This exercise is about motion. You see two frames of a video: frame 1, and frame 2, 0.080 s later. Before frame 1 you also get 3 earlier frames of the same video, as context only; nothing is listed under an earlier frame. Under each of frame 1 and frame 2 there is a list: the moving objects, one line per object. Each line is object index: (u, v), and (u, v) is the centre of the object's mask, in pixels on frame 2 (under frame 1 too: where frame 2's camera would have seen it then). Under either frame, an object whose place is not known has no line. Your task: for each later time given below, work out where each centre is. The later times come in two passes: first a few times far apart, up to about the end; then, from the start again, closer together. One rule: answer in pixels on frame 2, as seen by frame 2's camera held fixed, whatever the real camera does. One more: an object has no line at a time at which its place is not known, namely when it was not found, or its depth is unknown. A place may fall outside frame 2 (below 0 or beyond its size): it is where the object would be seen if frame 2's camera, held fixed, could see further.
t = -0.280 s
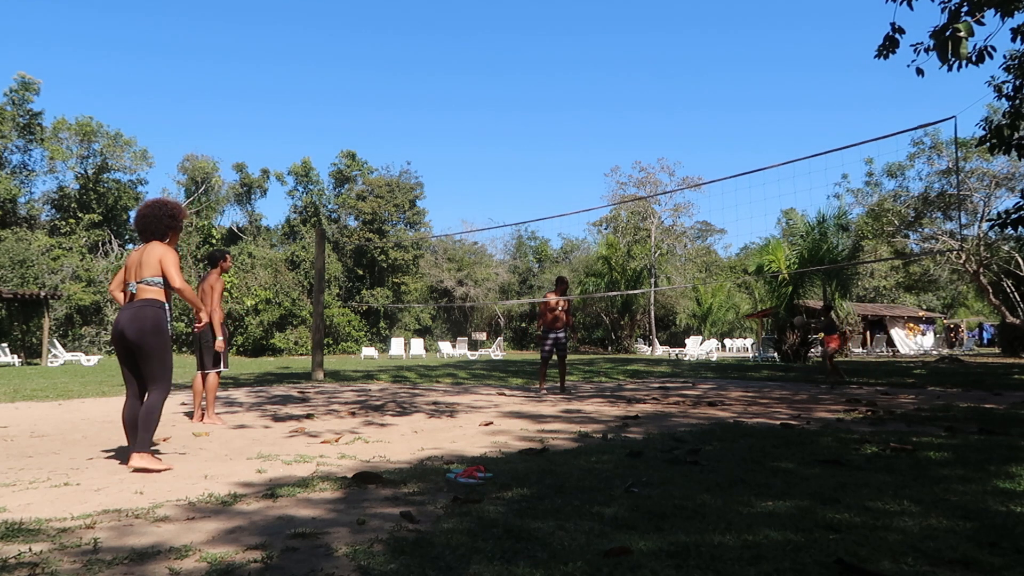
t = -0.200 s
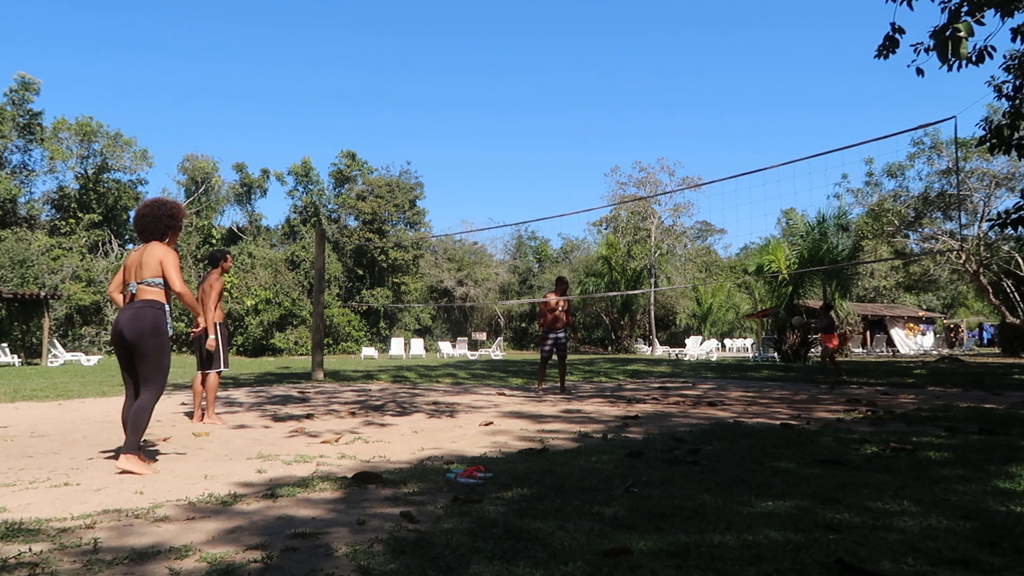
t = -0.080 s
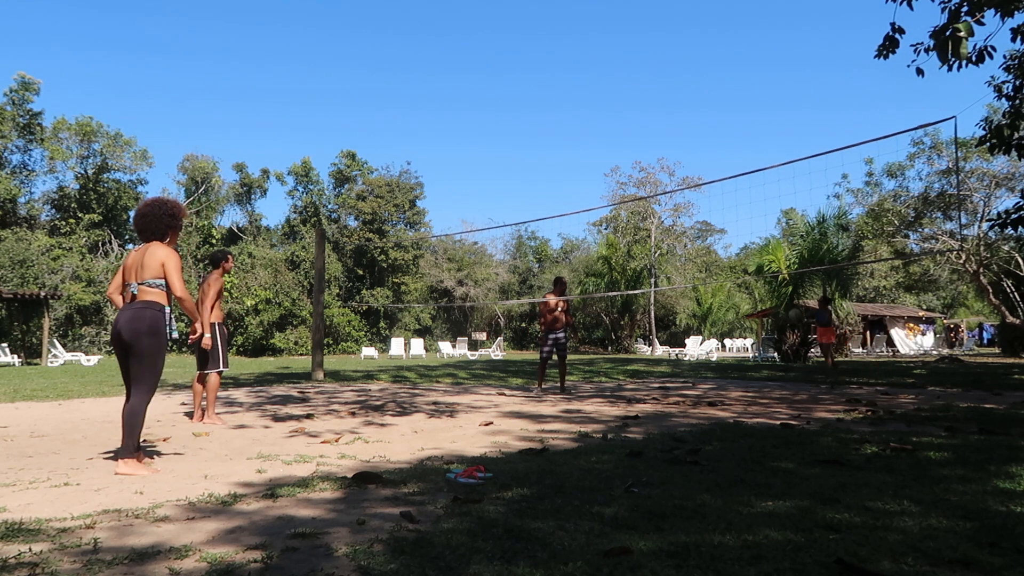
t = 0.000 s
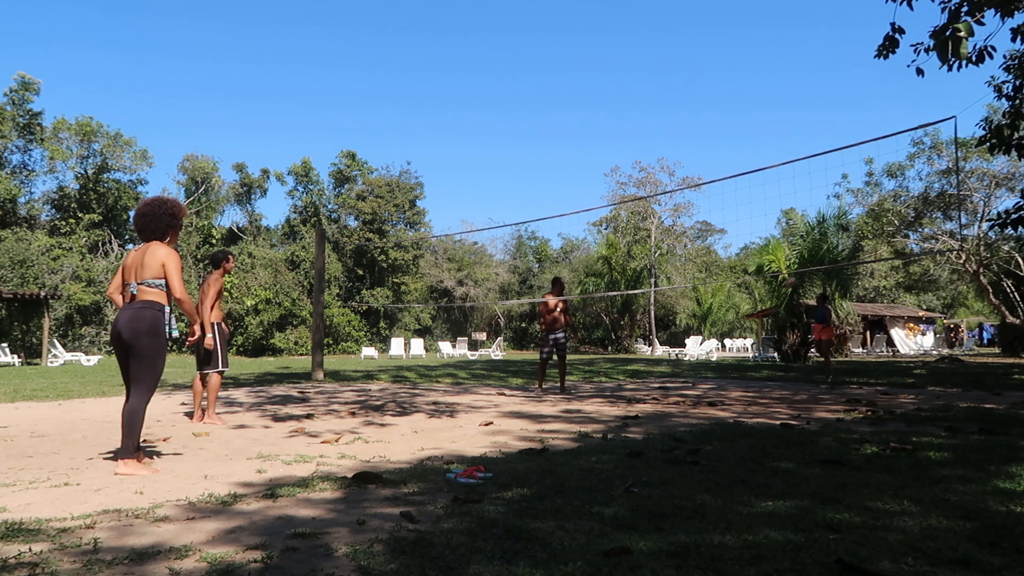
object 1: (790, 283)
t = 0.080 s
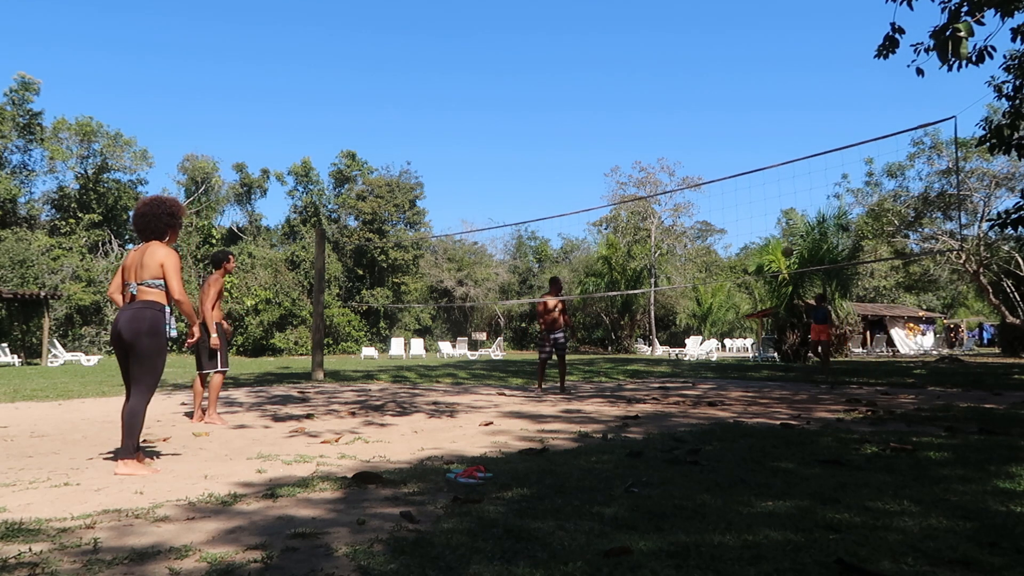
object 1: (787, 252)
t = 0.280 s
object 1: (774, 182)
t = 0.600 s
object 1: (755, 101)
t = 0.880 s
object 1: (739, 71)
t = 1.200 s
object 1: (719, 125)
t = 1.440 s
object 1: (701, 290)
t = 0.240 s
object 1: (777, 195)
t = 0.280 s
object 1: (774, 182)
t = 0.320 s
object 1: (772, 171)
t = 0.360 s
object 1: (769, 158)
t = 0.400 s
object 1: (767, 147)
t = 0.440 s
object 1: (764, 137)
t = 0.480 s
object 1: (762, 127)
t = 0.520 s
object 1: (760, 117)
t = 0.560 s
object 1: (757, 108)
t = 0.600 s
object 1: (755, 101)
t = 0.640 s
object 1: (753, 93)
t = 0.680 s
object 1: (750, 87)
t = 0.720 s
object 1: (748, 82)
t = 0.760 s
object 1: (746, 77)
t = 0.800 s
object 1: (743, 74)
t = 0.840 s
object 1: (741, 72)
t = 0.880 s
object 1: (739, 71)
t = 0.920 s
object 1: (736, 71)
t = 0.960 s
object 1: (734, 73)
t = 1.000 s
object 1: (732, 77)
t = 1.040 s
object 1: (730, 82)
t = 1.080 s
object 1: (727, 89)
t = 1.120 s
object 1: (725, 98)
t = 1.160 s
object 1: (722, 111)
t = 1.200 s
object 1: (719, 125)
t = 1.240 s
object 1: (717, 143)
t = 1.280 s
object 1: (713, 163)
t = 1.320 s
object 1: (710, 187)
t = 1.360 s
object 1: (707, 217)
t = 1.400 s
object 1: (704, 251)
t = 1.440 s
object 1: (701, 290)
